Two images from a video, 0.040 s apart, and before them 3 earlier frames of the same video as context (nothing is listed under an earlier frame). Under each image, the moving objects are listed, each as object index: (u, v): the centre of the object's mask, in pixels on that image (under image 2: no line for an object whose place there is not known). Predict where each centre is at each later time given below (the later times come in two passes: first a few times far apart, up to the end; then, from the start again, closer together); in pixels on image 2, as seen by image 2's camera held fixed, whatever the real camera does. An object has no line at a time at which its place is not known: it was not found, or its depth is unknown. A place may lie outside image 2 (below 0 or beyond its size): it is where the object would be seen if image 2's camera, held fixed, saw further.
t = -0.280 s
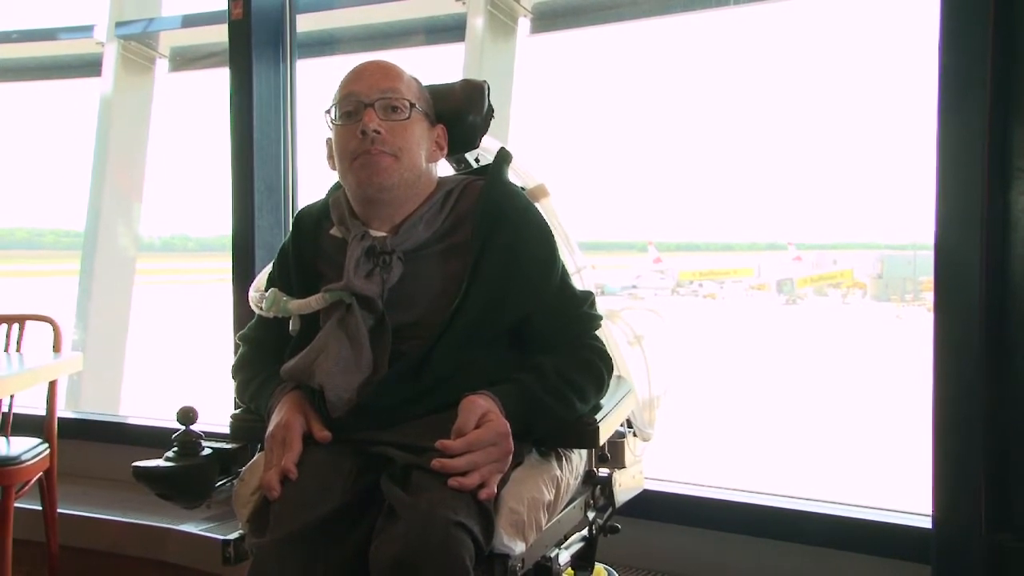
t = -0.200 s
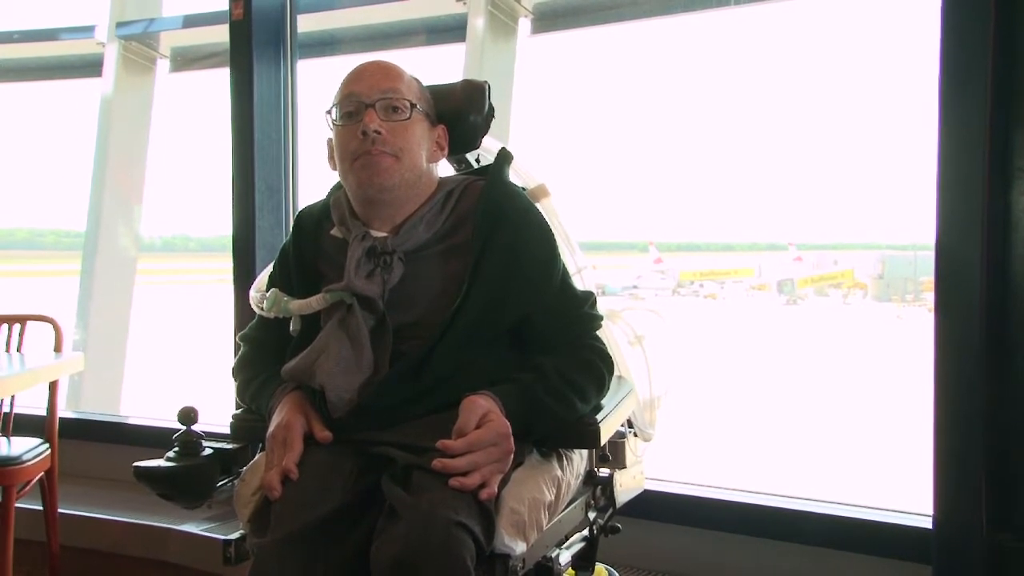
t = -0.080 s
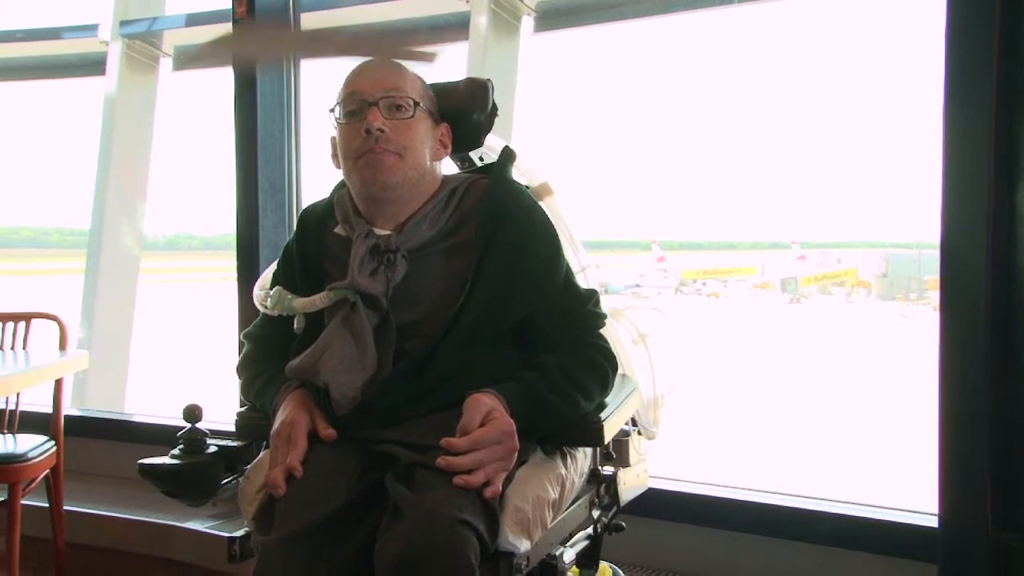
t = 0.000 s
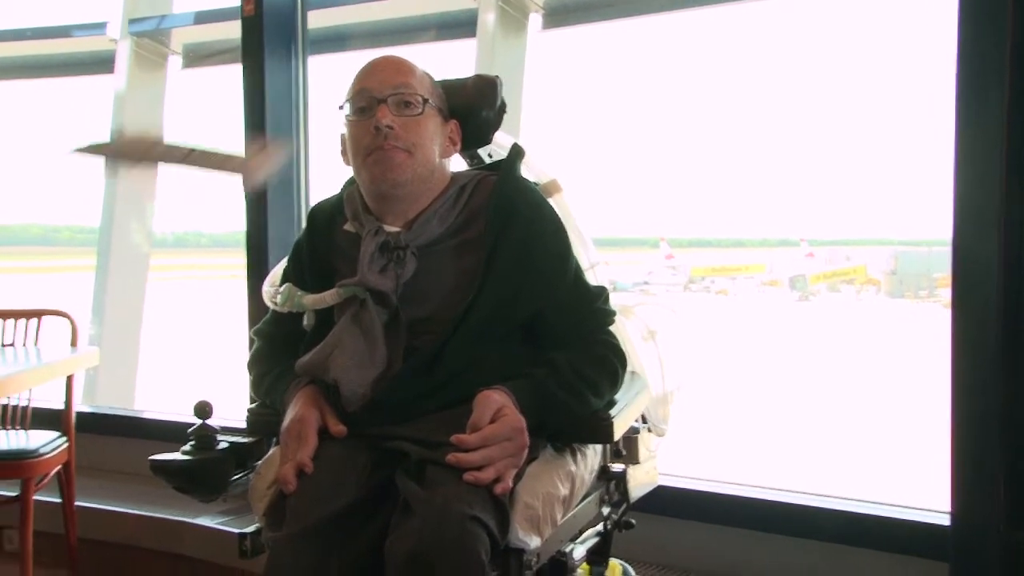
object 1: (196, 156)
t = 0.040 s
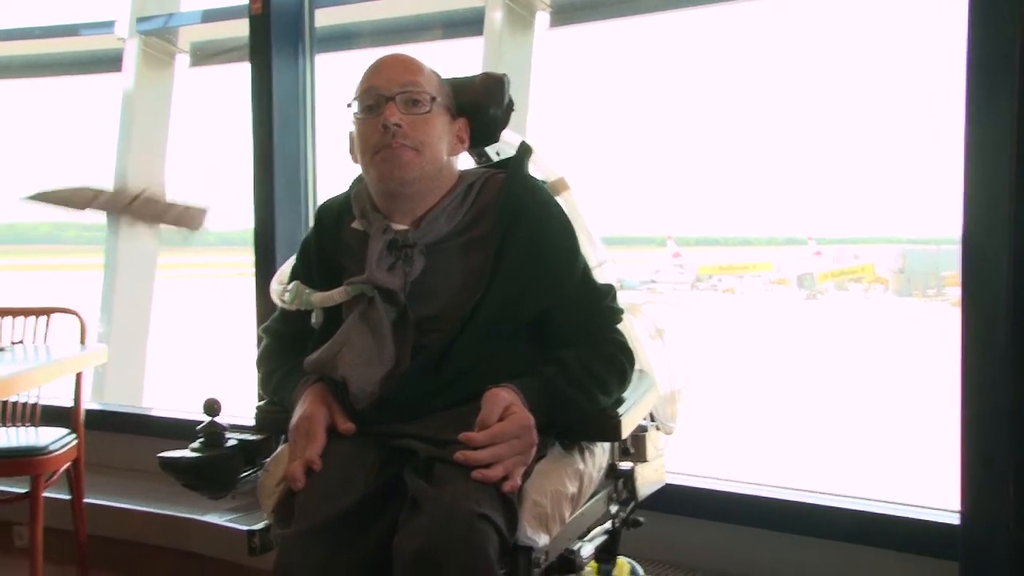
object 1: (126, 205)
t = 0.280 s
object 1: (-100, 437)
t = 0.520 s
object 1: (-312, 627)
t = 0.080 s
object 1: (75, 253)
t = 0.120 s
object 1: (35, 299)
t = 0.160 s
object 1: (0, 338)
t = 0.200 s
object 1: (-35, 377)
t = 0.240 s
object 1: (-67, 407)
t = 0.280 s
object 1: (-100, 437)
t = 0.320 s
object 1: (-135, 465)
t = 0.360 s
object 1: (-174, 494)
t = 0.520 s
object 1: (-312, 627)
